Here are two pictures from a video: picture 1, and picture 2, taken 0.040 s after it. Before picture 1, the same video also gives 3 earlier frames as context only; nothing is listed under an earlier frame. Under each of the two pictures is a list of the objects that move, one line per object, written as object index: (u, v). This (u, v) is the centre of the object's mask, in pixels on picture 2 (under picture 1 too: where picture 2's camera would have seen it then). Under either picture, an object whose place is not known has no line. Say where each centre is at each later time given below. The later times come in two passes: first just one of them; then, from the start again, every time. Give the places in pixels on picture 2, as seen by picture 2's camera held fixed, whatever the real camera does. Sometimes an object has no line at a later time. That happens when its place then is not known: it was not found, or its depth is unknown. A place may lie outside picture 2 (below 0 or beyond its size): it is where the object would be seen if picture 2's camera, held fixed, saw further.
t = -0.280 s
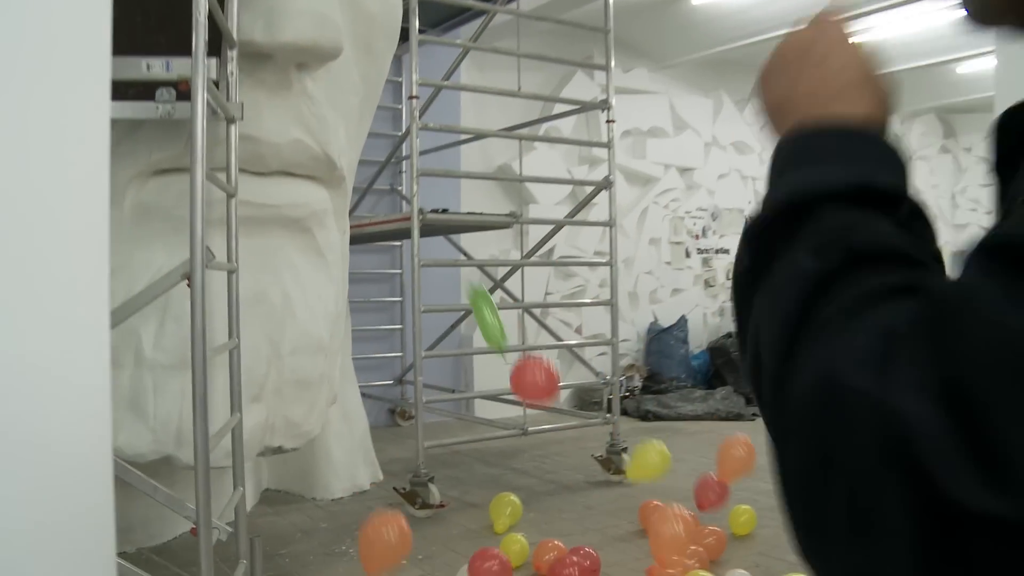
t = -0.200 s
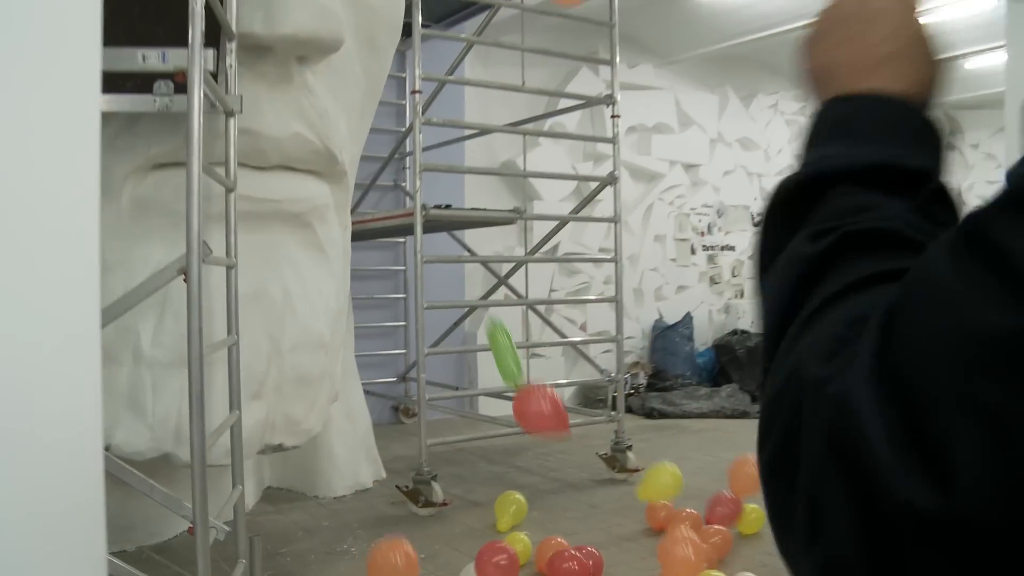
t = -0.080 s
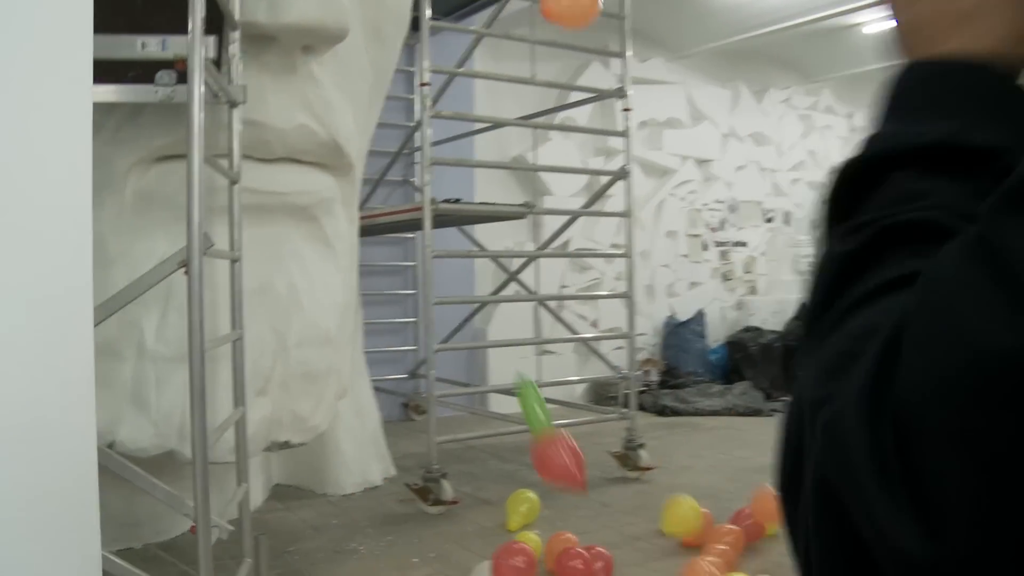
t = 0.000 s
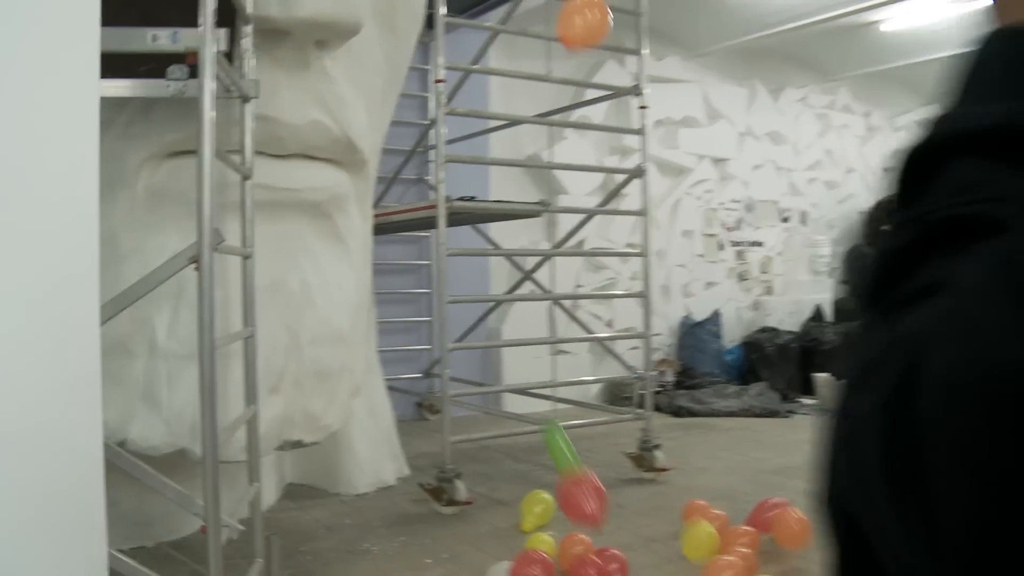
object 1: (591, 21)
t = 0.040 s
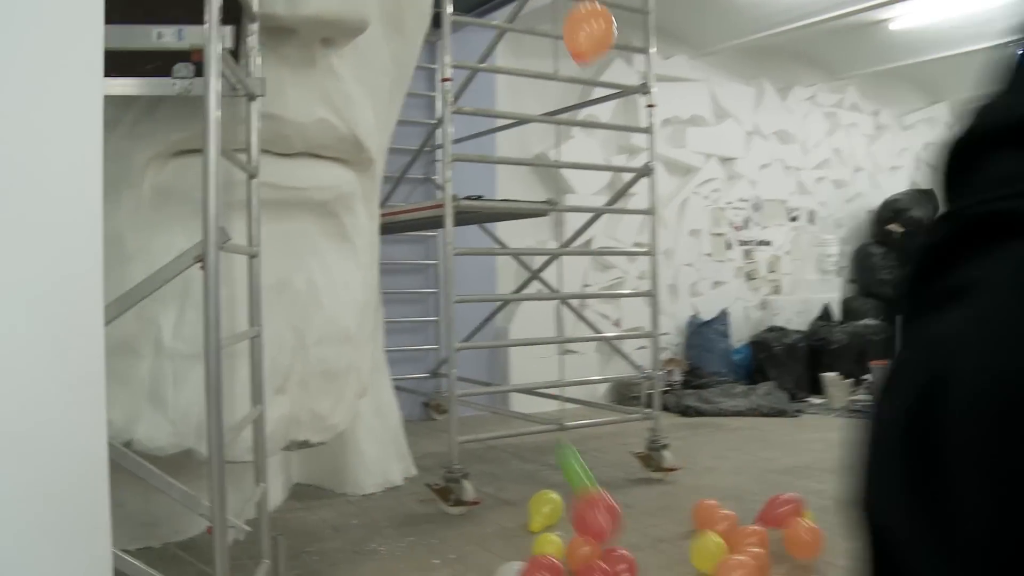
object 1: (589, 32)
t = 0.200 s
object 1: (583, 87)
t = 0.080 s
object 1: (587, 45)
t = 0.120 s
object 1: (585, 58)
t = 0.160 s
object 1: (584, 73)
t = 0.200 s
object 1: (583, 87)
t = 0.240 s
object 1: (582, 103)
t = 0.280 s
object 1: (583, 117)
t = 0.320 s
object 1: (582, 132)
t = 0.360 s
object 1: (581, 147)
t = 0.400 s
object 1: (580, 166)
